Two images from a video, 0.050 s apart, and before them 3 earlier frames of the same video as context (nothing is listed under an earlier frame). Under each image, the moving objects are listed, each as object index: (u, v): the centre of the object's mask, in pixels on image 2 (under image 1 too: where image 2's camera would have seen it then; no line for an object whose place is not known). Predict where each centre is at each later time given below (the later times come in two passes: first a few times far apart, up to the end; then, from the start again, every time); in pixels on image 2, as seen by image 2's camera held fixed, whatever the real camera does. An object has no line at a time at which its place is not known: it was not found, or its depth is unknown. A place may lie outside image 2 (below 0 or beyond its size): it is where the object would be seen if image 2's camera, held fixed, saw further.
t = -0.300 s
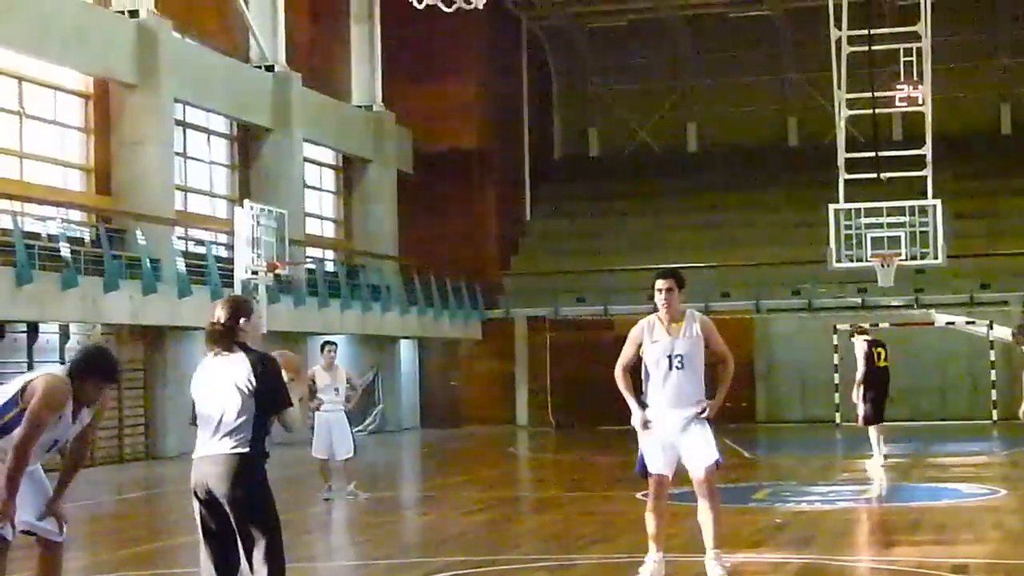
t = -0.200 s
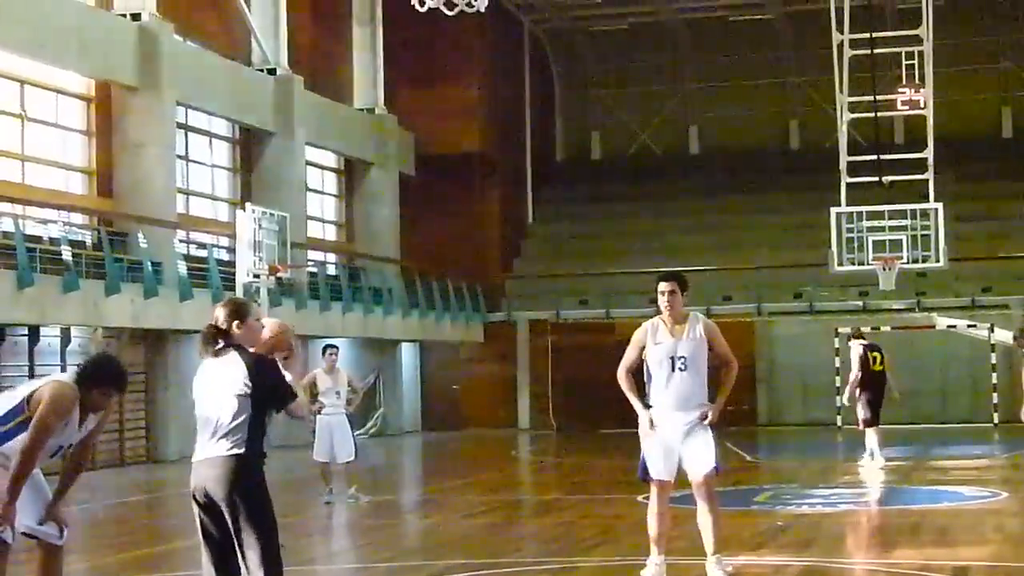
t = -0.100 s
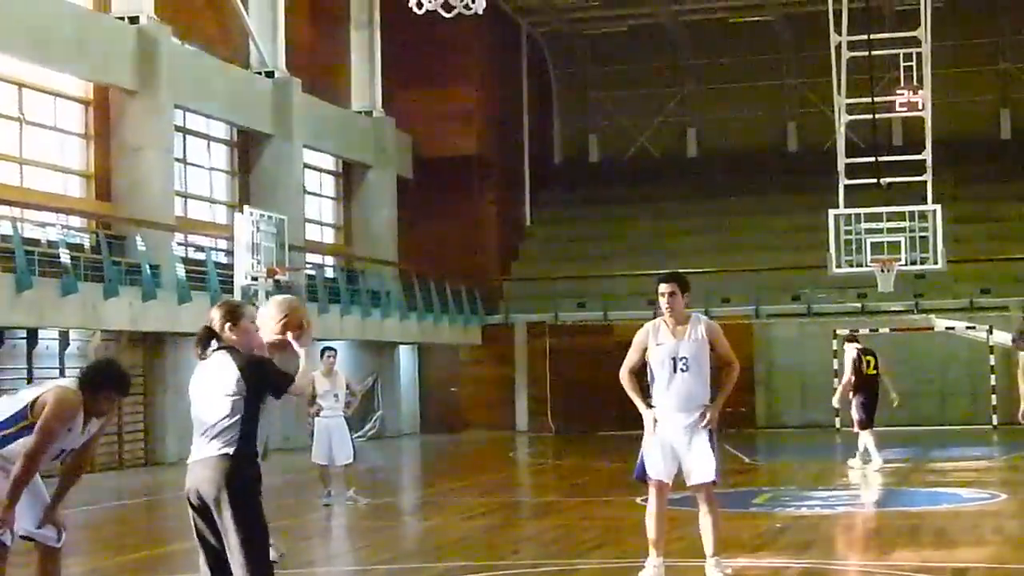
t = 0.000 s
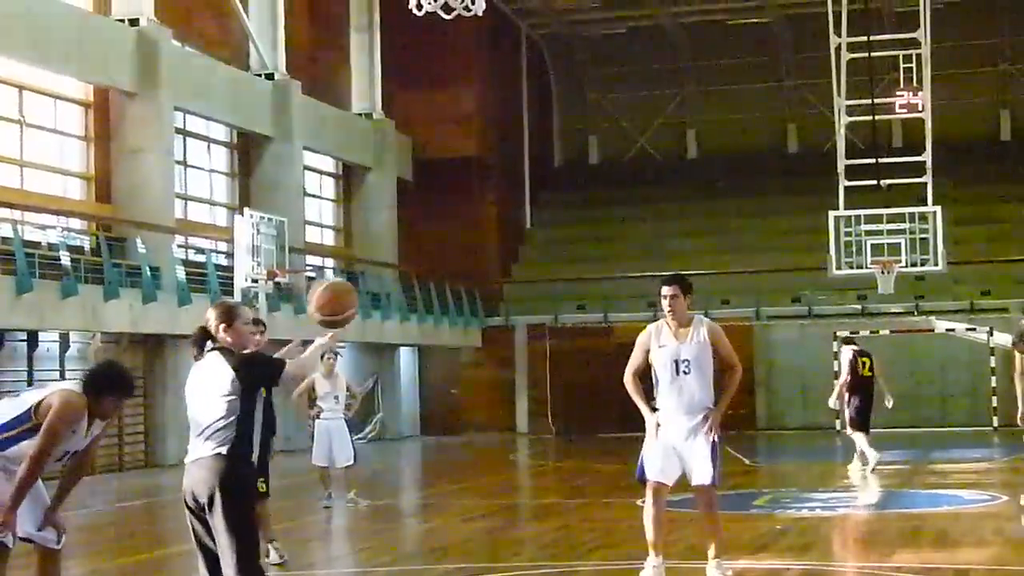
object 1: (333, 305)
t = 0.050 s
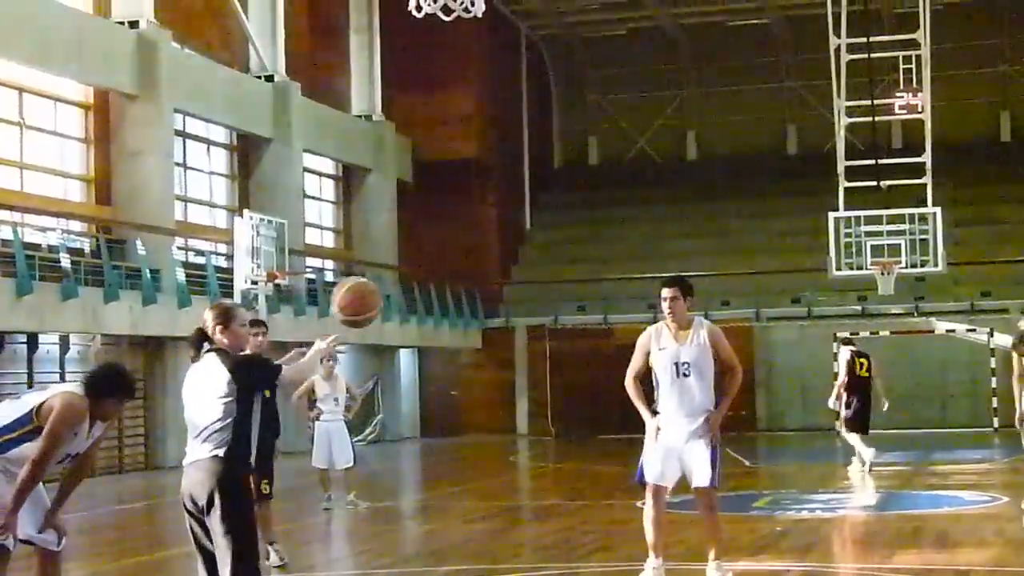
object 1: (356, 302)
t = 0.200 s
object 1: (422, 324)
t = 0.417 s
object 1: (511, 432)
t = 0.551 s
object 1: (562, 534)
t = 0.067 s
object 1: (363, 303)
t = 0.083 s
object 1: (371, 304)
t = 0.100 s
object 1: (378, 305)
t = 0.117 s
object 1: (386, 307)
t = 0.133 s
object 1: (394, 310)
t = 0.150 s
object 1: (401, 313)
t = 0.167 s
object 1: (408, 316)
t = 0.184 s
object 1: (415, 321)
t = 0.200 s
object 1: (422, 324)
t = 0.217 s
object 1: (429, 328)
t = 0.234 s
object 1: (437, 335)
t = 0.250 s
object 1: (443, 342)
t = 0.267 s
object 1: (451, 349)
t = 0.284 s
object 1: (458, 356)
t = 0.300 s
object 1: (464, 364)
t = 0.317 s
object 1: (471, 372)
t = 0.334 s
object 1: (479, 381)
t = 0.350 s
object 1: (485, 390)
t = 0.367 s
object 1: (492, 400)
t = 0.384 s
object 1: (498, 410)
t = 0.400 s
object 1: (504, 420)
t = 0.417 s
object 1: (511, 432)
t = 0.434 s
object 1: (518, 443)
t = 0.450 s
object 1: (524, 456)
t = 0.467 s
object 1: (531, 467)
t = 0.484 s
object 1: (538, 480)
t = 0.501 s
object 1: (544, 493)
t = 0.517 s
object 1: (550, 506)
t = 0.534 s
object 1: (556, 519)
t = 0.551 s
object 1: (562, 534)
